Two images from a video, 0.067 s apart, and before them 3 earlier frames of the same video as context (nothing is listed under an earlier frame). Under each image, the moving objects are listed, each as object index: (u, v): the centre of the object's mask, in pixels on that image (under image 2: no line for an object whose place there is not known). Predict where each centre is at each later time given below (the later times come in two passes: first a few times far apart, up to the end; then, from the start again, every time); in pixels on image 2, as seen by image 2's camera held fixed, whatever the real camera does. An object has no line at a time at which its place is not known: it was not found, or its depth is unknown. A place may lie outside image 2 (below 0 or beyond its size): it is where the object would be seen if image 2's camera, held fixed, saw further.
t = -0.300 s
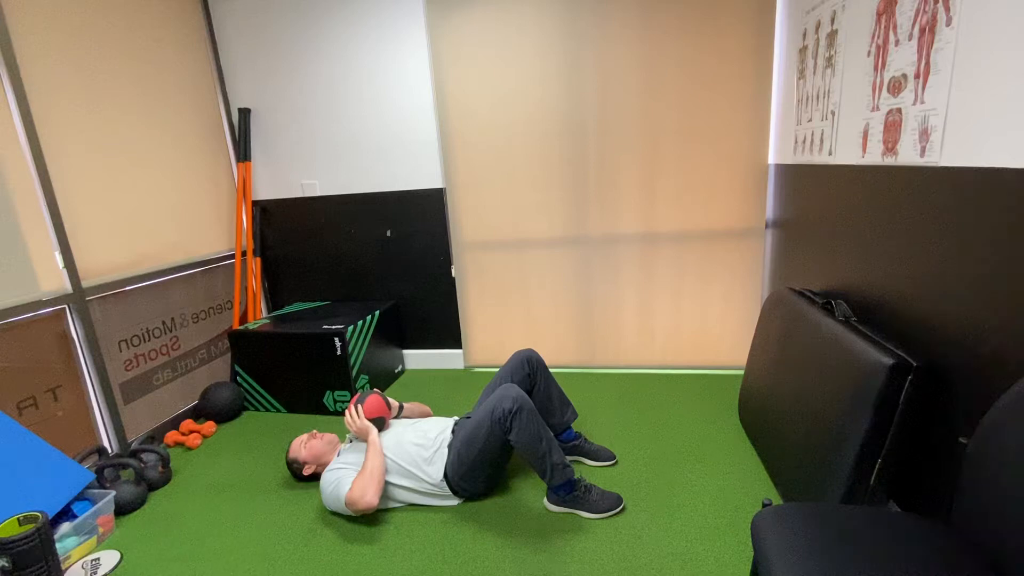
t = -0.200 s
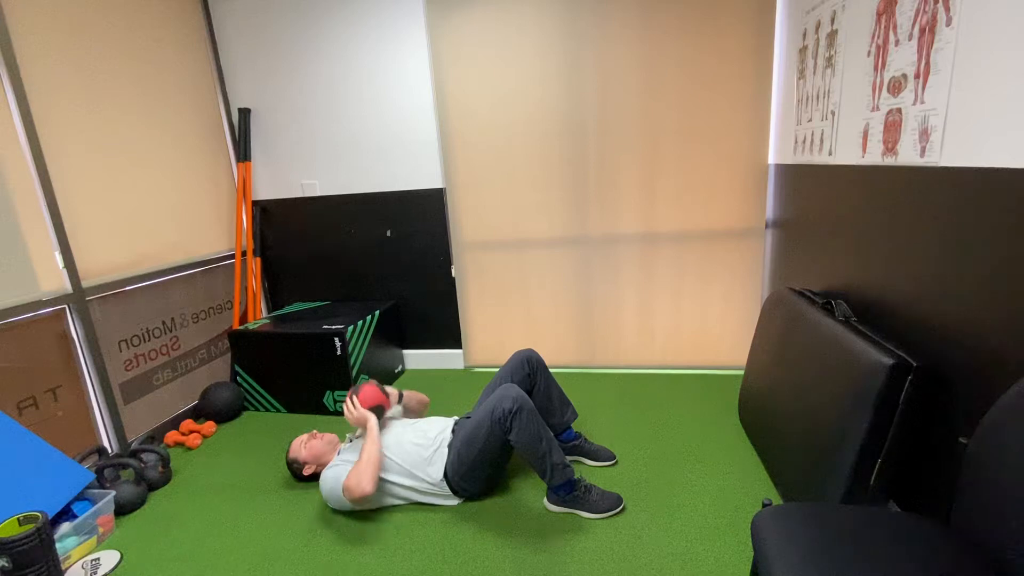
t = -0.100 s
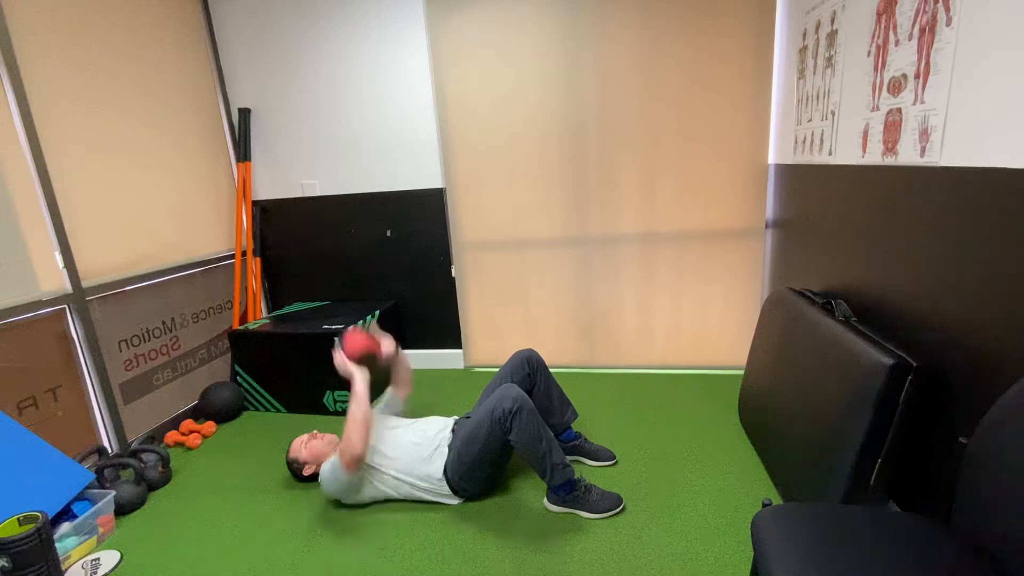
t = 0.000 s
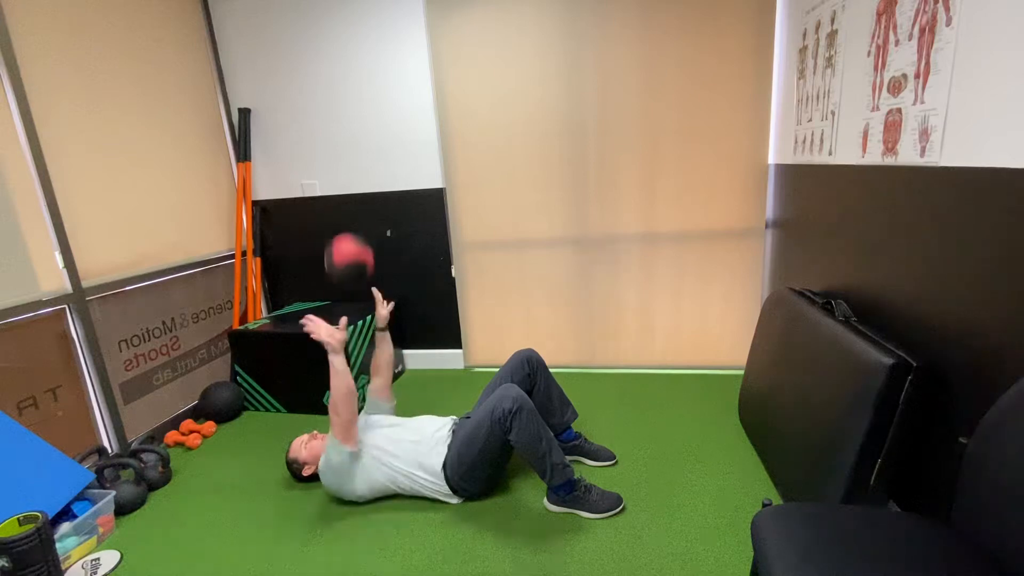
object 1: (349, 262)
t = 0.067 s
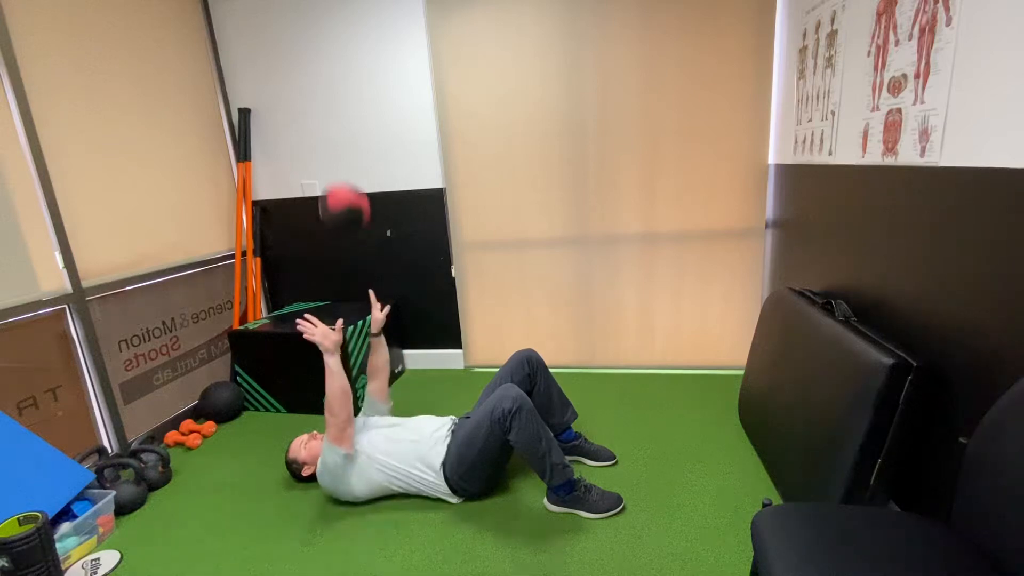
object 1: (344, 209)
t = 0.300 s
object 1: (341, 97)
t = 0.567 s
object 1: (365, 148)
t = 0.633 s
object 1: (376, 192)
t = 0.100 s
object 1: (343, 184)
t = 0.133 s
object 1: (341, 161)
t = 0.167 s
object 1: (340, 143)
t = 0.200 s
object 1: (339, 127)
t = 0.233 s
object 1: (339, 114)
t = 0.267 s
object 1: (340, 104)
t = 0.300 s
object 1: (341, 97)
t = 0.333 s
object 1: (342, 92)
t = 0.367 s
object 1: (344, 91)
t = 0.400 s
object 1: (346, 93)
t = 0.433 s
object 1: (349, 98)
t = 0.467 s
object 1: (352, 106)
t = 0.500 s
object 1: (356, 117)
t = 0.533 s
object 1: (360, 131)
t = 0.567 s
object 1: (365, 148)
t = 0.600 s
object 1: (370, 167)
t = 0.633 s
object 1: (376, 192)
